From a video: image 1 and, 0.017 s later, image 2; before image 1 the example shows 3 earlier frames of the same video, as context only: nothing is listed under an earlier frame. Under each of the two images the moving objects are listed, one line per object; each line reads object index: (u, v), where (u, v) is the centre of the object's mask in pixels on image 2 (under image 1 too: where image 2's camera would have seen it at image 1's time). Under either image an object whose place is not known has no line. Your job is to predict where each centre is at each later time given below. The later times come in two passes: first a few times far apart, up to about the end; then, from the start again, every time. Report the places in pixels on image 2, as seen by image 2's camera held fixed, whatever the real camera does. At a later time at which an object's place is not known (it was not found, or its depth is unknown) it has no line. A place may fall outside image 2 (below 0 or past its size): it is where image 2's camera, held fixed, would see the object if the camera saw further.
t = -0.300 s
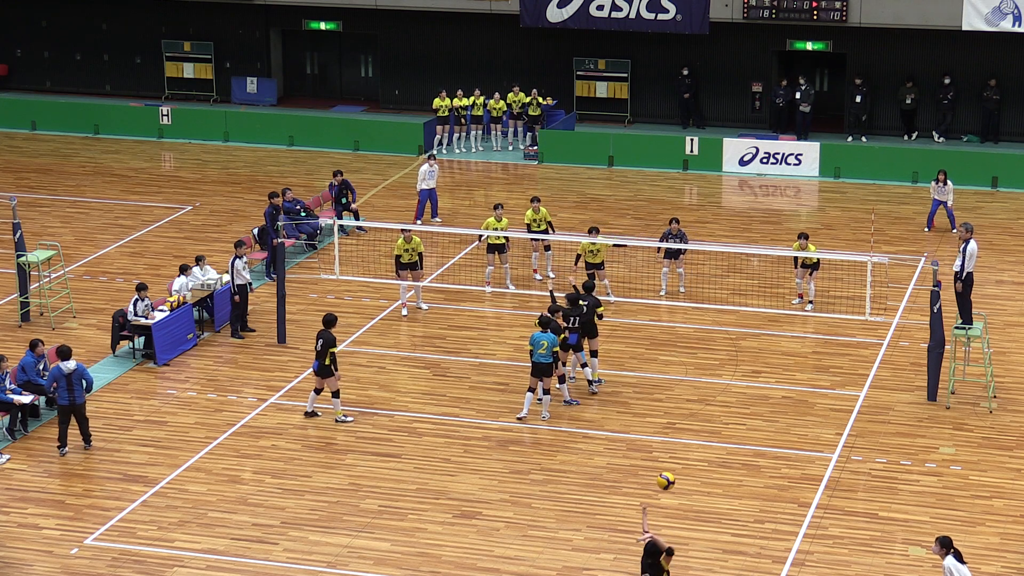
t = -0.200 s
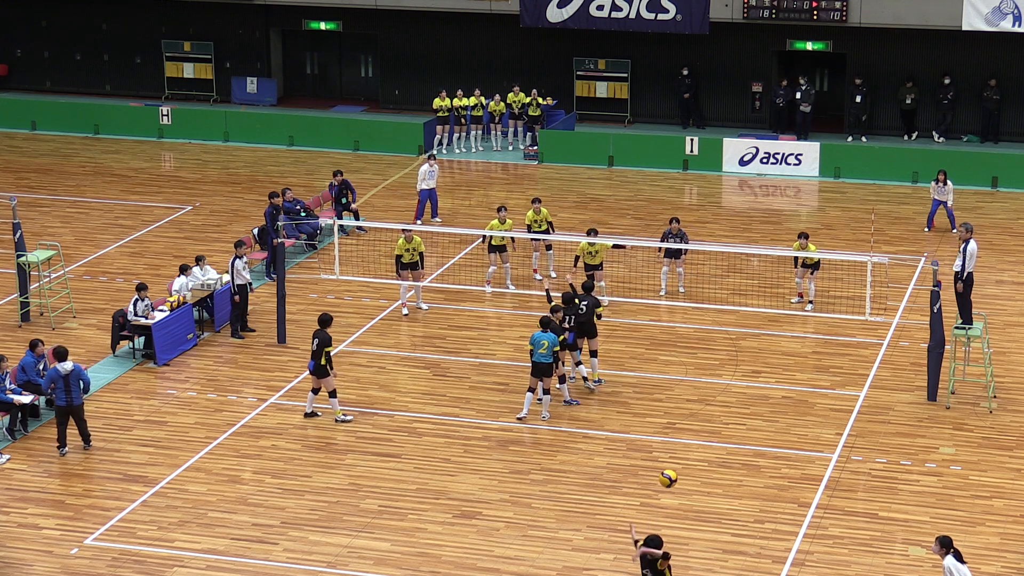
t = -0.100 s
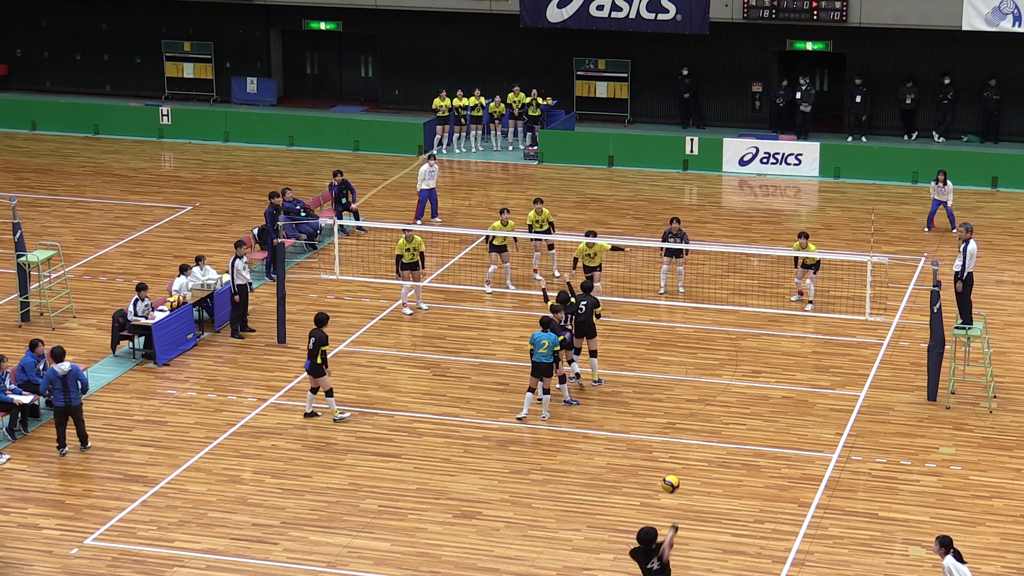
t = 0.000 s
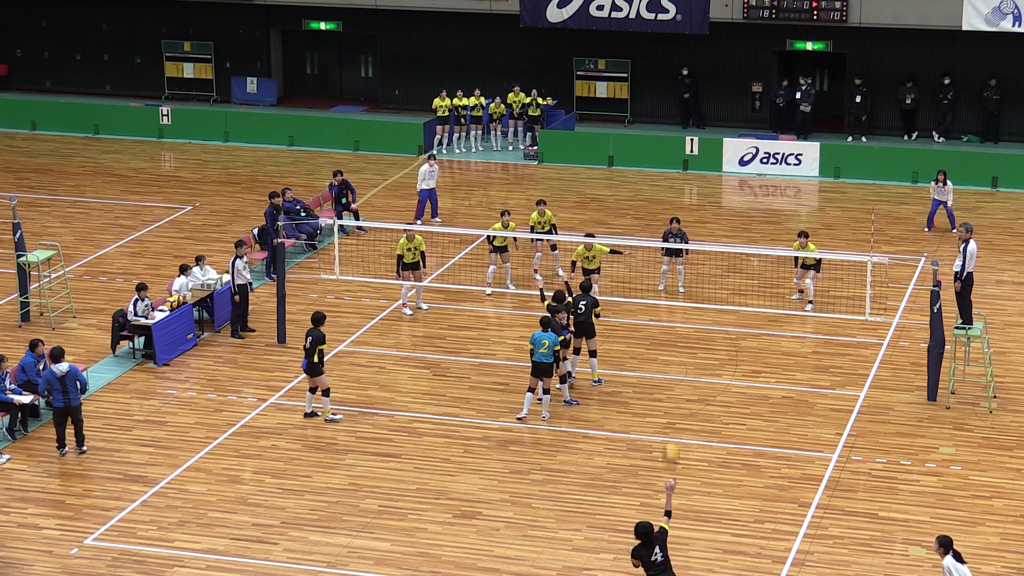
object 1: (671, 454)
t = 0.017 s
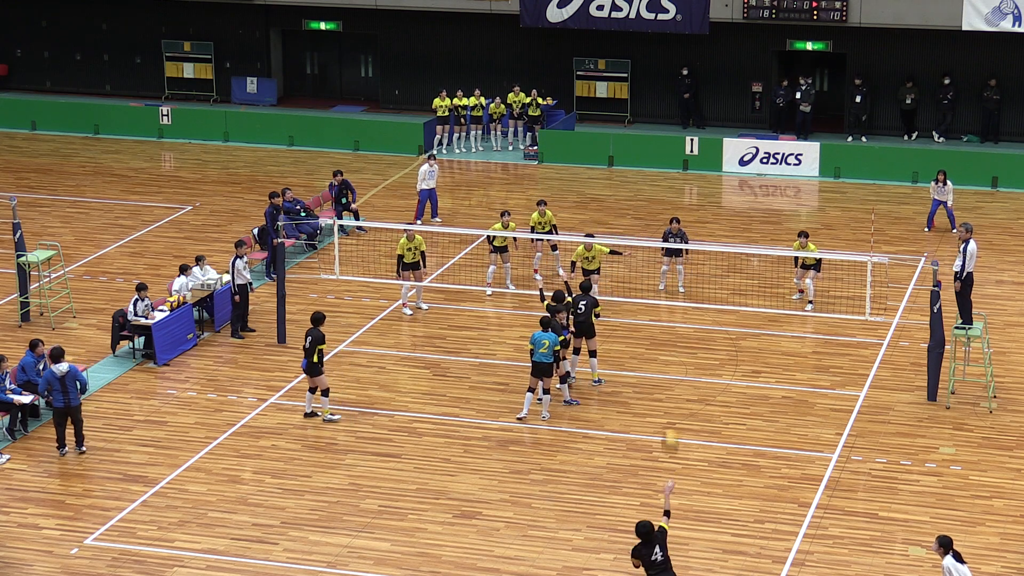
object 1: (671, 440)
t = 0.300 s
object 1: (664, 271)
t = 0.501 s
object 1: (658, 202)
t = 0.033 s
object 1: (670, 427)
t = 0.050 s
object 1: (669, 416)
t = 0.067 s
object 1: (669, 403)
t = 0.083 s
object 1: (668, 391)
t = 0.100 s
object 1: (668, 381)
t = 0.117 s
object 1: (668, 369)
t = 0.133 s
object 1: (669, 359)
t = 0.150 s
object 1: (667, 349)
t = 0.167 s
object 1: (668, 339)
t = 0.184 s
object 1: (667, 330)
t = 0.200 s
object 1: (666, 319)
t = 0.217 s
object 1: (665, 311)
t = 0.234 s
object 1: (665, 301)
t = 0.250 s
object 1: (665, 295)
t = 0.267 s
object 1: (665, 287)
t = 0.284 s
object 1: (665, 278)
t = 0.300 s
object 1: (664, 271)
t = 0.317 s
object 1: (663, 262)
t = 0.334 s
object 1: (664, 256)
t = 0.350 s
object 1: (664, 250)
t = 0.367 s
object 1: (663, 243)
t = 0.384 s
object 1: (663, 237)
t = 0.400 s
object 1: (662, 231)
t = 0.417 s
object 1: (661, 225)
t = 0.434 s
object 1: (661, 219)
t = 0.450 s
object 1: (660, 215)
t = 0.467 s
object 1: (659, 210)
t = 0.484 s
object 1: (659, 206)
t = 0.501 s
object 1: (658, 202)
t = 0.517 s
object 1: (658, 198)
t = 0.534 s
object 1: (658, 194)
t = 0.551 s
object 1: (657, 190)
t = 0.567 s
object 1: (656, 187)
